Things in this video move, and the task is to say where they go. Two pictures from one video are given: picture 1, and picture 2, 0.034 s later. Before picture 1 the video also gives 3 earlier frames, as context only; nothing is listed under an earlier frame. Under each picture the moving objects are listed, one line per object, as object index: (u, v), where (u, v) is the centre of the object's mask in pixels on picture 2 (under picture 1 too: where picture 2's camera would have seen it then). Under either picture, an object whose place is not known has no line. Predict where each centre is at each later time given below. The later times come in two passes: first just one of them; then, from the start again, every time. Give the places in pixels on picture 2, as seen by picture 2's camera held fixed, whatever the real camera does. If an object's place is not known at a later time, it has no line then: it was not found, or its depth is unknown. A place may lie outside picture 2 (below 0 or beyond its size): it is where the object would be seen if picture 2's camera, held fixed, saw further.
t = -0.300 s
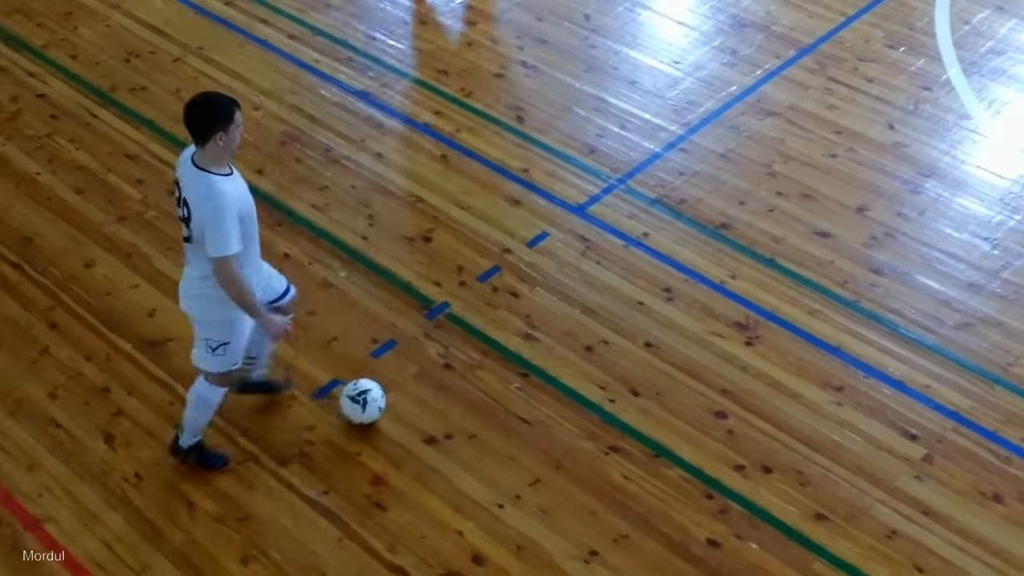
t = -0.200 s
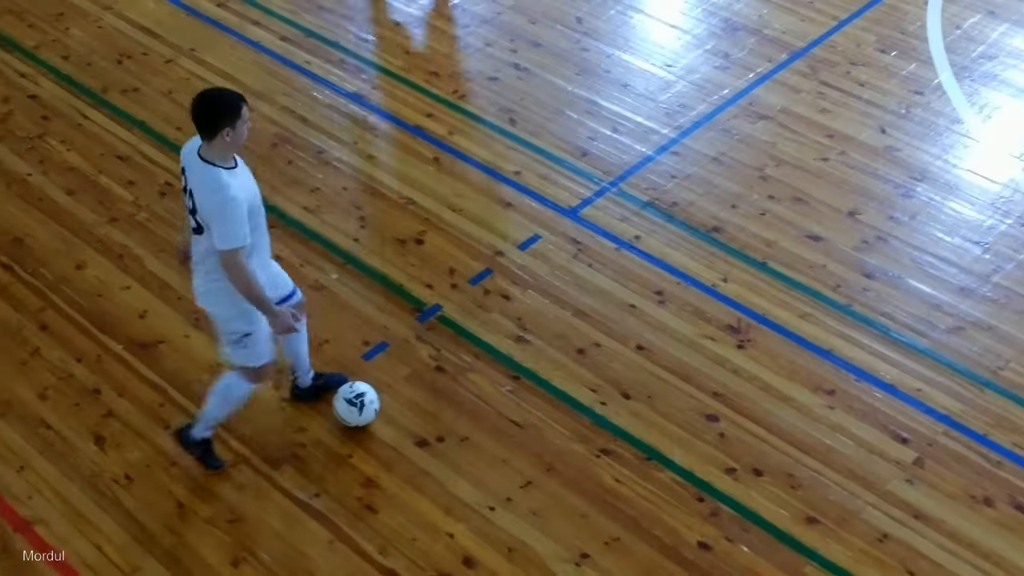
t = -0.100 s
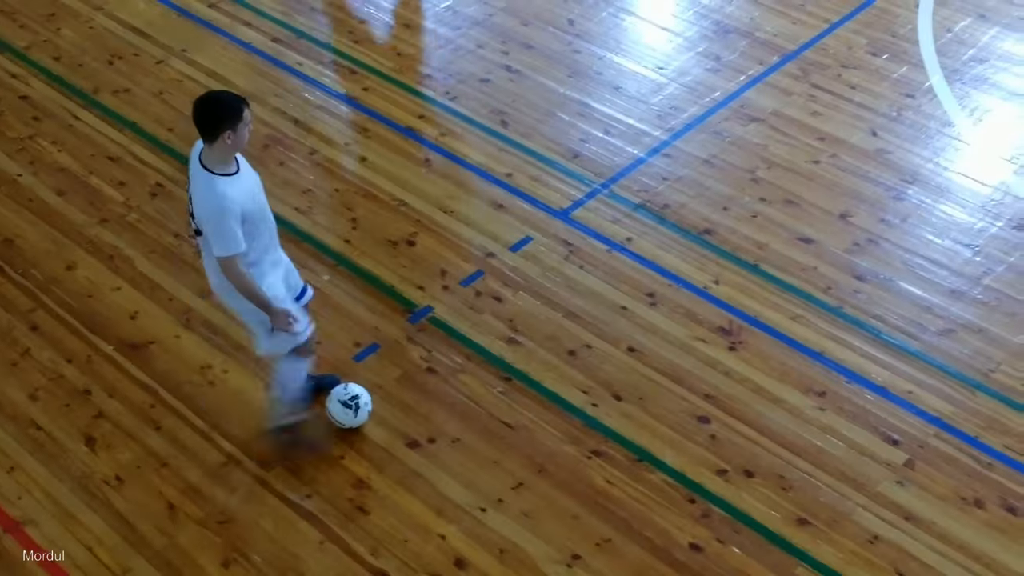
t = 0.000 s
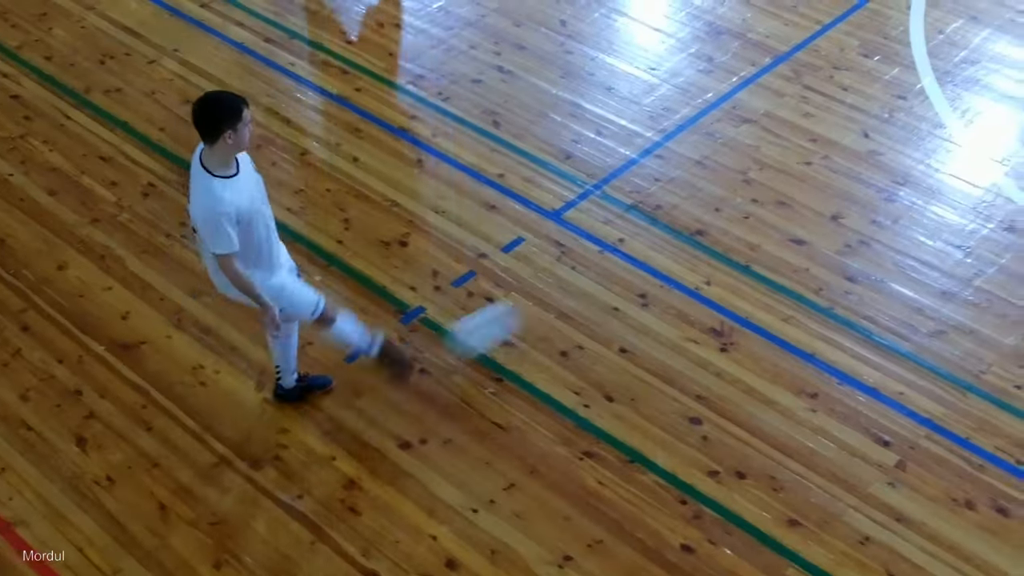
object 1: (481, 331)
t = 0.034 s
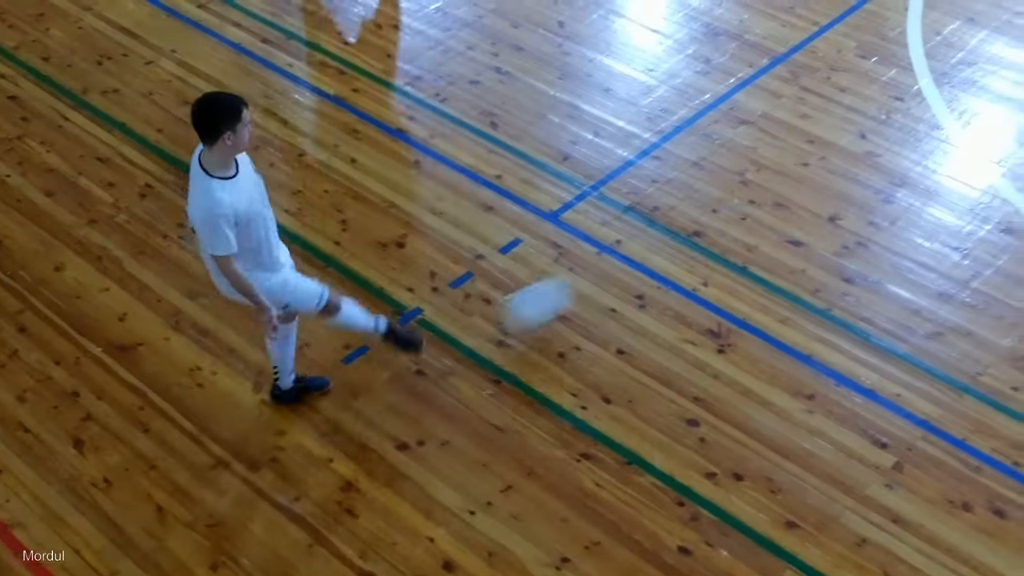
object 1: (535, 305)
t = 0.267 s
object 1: (862, 151)
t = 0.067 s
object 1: (591, 279)
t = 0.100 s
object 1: (646, 257)
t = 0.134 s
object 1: (695, 238)
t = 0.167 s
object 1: (738, 218)
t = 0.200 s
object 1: (782, 193)
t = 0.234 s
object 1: (824, 170)
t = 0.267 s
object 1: (862, 151)
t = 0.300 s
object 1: (903, 134)
